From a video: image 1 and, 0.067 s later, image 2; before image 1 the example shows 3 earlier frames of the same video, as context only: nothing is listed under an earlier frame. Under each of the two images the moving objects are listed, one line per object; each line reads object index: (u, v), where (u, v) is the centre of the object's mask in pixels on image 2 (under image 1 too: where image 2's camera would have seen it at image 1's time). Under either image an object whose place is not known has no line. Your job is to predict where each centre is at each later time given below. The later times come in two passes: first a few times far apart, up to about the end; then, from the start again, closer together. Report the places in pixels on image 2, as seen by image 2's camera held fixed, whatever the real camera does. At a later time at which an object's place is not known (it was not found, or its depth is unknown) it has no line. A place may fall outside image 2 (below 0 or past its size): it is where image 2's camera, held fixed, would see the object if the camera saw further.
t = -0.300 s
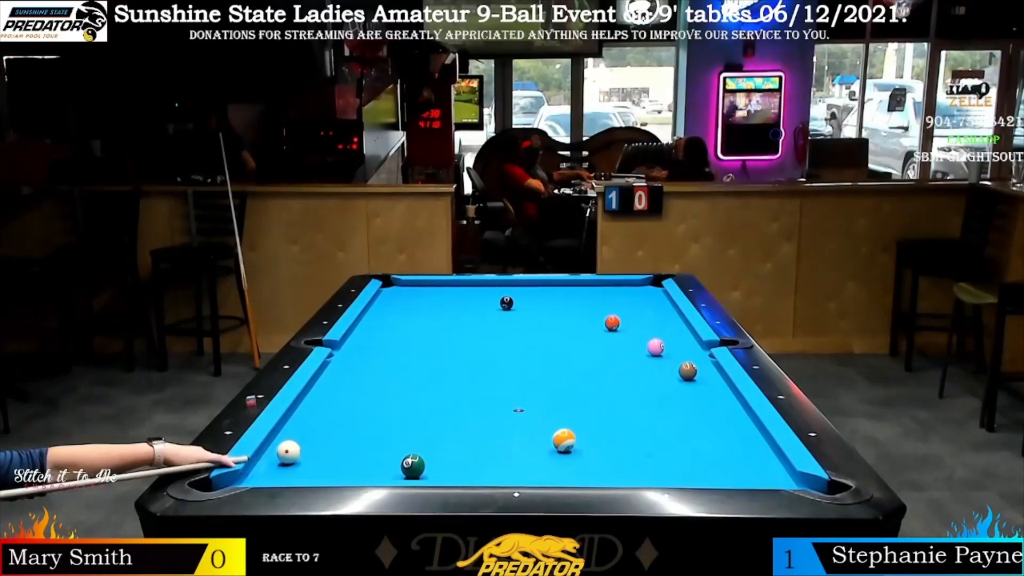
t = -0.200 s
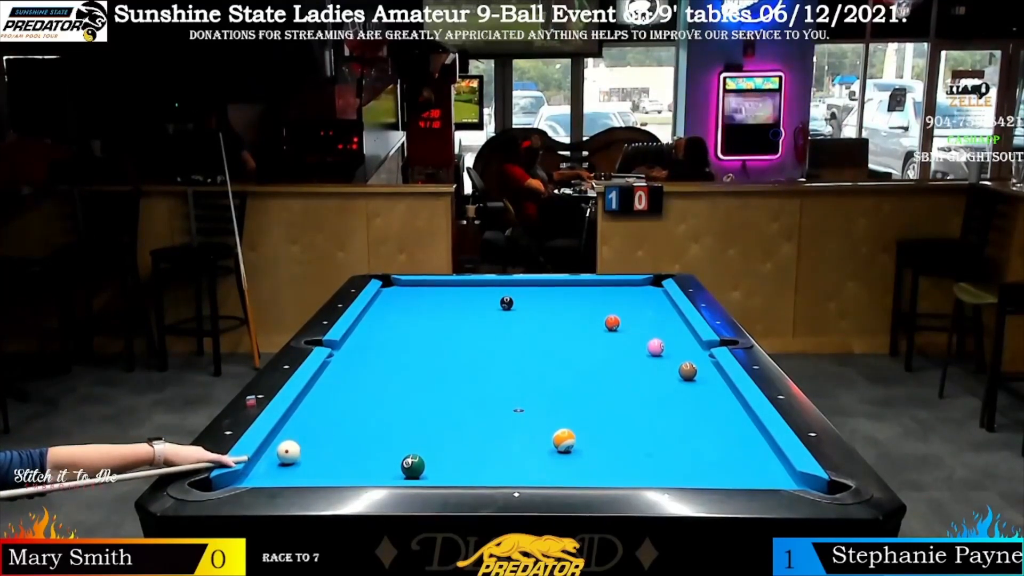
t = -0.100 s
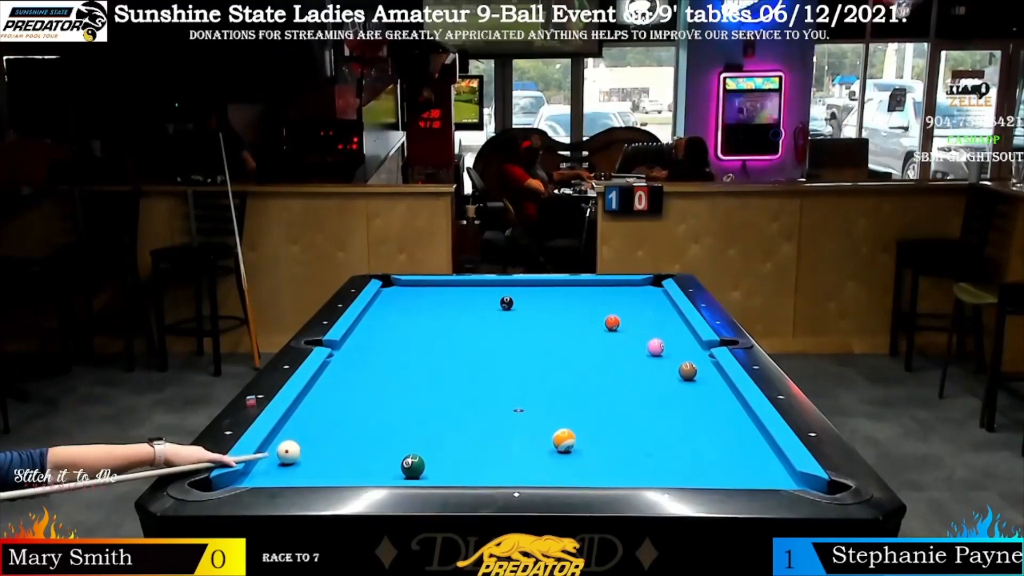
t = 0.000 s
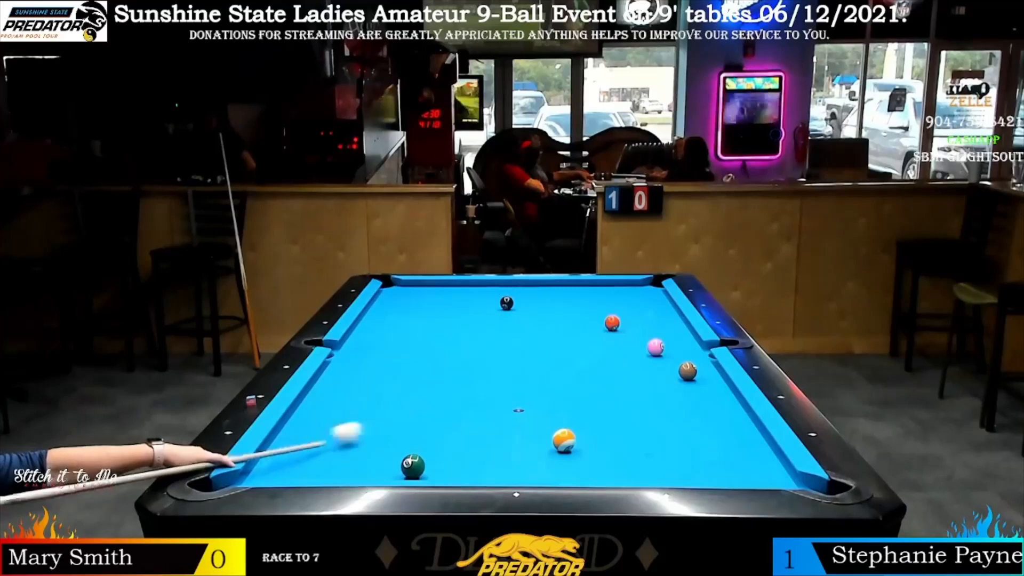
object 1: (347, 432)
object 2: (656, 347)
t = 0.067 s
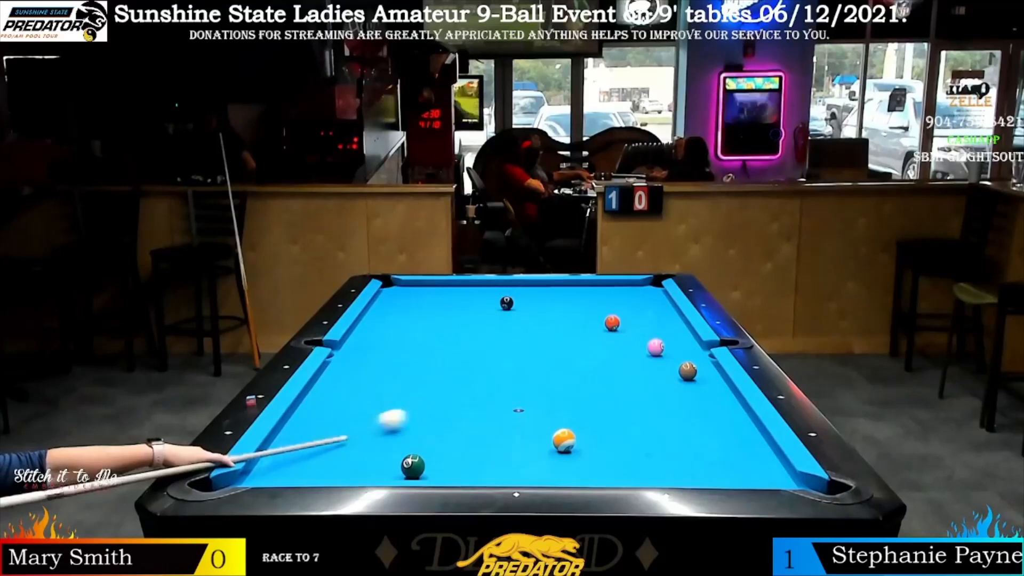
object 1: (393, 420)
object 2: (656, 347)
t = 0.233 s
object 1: (479, 394)
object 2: (656, 347)
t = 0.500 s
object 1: (587, 362)
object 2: (656, 347)
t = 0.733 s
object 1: (642, 339)
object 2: (677, 347)
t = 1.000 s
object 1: (664, 317)
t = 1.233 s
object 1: (660, 302)
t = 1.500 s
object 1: (637, 289)
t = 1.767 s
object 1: (618, 285)
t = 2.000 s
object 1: (604, 292)
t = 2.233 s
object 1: (590, 298)
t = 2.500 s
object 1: (574, 306)
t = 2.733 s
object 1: (558, 314)
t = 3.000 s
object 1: (541, 322)
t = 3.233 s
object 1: (524, 330)
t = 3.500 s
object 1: (505, 340)
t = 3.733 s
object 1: (487, 348)
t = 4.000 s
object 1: (467, 358)
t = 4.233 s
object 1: (448, 367)
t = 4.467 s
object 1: (429, 376)
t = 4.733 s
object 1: (406, 387)
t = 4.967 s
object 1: (386, 396)
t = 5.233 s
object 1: (363, 407)
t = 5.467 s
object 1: (342, 417)
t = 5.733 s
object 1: (318, 428)
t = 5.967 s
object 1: (297, 438)
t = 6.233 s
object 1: (272, 449)
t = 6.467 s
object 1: (271, 456)
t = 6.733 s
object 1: (274, 462)
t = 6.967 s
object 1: (278, 467)
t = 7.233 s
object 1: (281, 471)
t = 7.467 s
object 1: (284, 473)
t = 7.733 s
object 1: (287, 475)
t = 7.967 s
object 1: (289, 474)
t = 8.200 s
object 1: (290, 473)
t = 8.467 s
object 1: (289, 473)
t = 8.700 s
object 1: (288, 473)
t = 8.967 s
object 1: (288, 473)
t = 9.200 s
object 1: (289, 473)
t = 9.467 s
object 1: (288, 473)
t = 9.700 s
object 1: (288, 473)
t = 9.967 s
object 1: (288, 473)
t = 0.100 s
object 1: (412, 414)
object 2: (656, 347)
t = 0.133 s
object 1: (430, 408)
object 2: (656, 347)
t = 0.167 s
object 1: (447, 403)
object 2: (656, 347)
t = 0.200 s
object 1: (463, 399)
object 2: (656, 347)
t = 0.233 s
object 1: (479, 394)
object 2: (656, 347)
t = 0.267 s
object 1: (493, 390)
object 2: (656, 347)
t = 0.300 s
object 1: (508, 385)
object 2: (656, 347)
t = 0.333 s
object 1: (522, 381)
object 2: (656, 347)
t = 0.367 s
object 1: (535, 377)
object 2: (656, 347)
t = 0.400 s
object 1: (549, 373)
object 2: (656, 347)
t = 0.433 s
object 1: (562, 369)
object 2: (655, 347)
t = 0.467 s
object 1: (574, 366)
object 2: (656, 347)
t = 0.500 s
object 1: (587, 362)
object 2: (656, 347)
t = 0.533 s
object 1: (599, 358)
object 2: (656, 347)
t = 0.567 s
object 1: (610, 355)
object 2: (656, 347)
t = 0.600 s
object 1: (621, 351)
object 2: (656, 347)
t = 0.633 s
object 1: (632, 348)
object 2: (656, 347)
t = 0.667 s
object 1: (639, 345)
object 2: (660, 347)
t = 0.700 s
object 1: (640, 342)
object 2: (669, 347)
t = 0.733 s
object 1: (642, 339)
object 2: (677, 347)
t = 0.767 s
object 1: (645, 336)
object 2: (685, 347)
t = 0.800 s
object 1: (648, 333)
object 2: (691, 348)
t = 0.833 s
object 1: (651, 330)
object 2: (698, 348)
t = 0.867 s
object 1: (653, 327)
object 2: (705, 348)
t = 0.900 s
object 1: (656, 325)
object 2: (710, 347)
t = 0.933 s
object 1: (659, 322)
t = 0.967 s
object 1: (662, 319)
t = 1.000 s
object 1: (664, 317)
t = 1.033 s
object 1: (667, 314)
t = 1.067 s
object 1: (669, 312)
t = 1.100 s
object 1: (671, 309)
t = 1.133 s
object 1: (670, 307)
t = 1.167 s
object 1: (666, 305)
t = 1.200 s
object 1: (663, 303)
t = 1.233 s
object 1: (660, 302)
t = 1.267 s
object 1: (657, 300)
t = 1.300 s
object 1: (654, 298)
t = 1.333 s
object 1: (651, 296)
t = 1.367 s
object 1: (648, 295)
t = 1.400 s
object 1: (645, 293)
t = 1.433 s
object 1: (642, 292)
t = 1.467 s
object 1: (639, 290)
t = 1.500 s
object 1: (637, 289)
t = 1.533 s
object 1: (634, 287)
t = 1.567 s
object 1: (631, 286)
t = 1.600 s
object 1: (629, 284)
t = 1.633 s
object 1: (626, 283)
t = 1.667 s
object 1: (624, 282)
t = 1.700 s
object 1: (622, 283)
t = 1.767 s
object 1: (618, 285)
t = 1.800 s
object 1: (616, 286)
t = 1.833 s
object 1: (614, 287)
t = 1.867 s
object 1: (612, 288)
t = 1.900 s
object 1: (610, 289)
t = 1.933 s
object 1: (608, 290)
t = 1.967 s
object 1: (607, 291)
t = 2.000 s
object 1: (604, 292)
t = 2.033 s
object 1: (603, 293)
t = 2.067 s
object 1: (601, 294)
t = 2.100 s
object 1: (598, 294)
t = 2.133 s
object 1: (596, 295)
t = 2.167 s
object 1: (594, 296)
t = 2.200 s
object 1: (592, 297)
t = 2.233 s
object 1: (590, 298)
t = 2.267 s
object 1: (588, 300)
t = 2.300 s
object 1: (586, 300)
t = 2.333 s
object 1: (584, 301)
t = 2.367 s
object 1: (582, 303)
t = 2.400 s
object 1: (580, 303)
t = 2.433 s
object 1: (578, 304)
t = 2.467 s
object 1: (576, 306)
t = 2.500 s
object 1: (574, 306)
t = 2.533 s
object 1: (572, 307)
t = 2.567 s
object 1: (569, 309)
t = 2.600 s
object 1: (567, 310)
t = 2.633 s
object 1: (565, 310)
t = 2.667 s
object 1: (563, 312)
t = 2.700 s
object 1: (561, 313)
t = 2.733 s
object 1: (558, 314)
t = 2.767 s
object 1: (556, 315)
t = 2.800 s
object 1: (554, 316)
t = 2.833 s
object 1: (552, 317)
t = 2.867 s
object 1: (549, 318)
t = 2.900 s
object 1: (547, 319)
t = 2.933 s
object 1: (545, 320)
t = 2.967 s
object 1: (543, 321)
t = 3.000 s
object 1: (541, 322)
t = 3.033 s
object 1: (538, 324)
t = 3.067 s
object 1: (536, 325)
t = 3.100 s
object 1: (534, 326)
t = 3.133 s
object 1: (531, 327)
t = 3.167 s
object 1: (529, 328)
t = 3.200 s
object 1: (527, 329)
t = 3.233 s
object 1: (524, 330)
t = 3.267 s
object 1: (522, 332)
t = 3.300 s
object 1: (519, 333)
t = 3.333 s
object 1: (517, 334)
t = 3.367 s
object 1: (514, 335)
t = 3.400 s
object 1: (512, 336)
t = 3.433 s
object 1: (509, 337)
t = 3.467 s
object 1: (507, 338)
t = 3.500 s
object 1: (505, 340)
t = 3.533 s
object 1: (502, 341)
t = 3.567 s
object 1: (500, 342)
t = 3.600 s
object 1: (497, 343)
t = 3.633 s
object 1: (495, 345)
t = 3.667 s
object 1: (492, 346)
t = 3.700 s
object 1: (490, 347)
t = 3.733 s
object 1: (487, 348)
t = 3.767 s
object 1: (485, 349)
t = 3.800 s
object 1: (482, 351)
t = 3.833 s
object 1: (480, 352)
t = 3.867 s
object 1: (477, 353)
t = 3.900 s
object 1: (474, 354)
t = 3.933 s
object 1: (472, 355)
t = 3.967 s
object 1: (469, 357)
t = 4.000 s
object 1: (467, 358)
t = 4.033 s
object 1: (464, 359)
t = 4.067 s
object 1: (461, 361)
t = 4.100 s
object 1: (459, 362)
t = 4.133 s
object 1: (456, 363)
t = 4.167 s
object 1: (453, 364)
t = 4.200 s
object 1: (451, 366)
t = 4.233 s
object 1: (448, 367)
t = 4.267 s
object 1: (445, 368)
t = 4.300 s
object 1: (442, 369)
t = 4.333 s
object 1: (440, 371)
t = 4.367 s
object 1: (437, 372)
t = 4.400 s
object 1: (434, 373)
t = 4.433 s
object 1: (432, 375)
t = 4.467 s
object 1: (429, 376)
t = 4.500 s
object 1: (426, 377)
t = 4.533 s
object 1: (423, 379)
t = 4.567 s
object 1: (421, 380)
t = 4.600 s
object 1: (418, 381)
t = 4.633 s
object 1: (415, 383)
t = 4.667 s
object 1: (412, 384)
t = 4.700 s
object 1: (409, 385)
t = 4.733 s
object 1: (406, 387)
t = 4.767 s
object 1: (403, 388)
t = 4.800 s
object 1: (401, 389)
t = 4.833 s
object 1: (398, 391)
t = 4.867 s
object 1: (395, 392)
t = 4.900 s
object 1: (392, 393)
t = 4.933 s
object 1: (389, 395)
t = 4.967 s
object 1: (386, 396)
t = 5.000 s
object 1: (383, 397)
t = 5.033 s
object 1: (380, 399)
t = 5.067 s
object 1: (377, 400)
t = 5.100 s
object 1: (374, 401)
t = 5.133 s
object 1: (372, 403)
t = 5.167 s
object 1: (369, 404)
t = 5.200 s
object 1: (366, 405)
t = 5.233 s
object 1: (363, 407)
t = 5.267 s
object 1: (360, 408)
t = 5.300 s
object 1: (357, 410)
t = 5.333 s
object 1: (354, 411)
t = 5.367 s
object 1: (351, 412)
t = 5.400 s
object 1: (348, 414)
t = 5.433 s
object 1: (345, 415)
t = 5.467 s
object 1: (342, 417)
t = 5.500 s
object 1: (339, 418)
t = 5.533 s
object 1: (336, 419)
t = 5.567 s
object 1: (333, 421)
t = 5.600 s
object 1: (330, 422)
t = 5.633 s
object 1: (327, 424)
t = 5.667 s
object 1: (324, 425)
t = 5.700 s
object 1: (321, 427)
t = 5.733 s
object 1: (318, 428)
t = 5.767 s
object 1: (315, 429)
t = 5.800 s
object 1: (312, 431)
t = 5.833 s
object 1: (309, 432)
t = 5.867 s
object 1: (305, 433)
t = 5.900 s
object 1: (303, 435)
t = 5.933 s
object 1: (300, 436)
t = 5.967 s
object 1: (297, 438)
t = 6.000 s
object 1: (293, 439)
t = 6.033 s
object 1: (291, 440)
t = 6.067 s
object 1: (288, 442)
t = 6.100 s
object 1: (285, 443)
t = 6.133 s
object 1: (281, 445)
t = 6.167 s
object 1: (278, 446)
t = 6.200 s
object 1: (275, 447)
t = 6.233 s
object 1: (272, 449)
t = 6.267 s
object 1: (269, 451)
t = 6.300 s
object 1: (268, 451)
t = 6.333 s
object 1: (269, 453)
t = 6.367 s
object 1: (269, 454)
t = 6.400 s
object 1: (269, 454)
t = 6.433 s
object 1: (270, 455)
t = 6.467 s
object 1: (271, 456)
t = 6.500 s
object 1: (271, 457)
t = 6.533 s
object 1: (272, 458)
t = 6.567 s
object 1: (272, 459)
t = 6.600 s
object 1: (273, 460)
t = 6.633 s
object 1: (273, 460)
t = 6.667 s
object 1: (274, 461)
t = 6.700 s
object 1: (274, 461)
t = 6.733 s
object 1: (274, 462)
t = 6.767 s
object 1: (275, 463)
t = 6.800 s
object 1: (276, 464)
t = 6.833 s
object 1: (276, 465)
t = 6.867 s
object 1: (277, 466)
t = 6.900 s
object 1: (277, 466)
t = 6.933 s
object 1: (278, 467)
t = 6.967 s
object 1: (278, 467)
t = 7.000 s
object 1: (279, 468)
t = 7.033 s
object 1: (279, 468)
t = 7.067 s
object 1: (280, 469)
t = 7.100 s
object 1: (280, 469)
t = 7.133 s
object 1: (280, 469)
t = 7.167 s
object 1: (281, 470)
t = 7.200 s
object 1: (281, 470)
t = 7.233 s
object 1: (281, 471)
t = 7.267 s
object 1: (282, 471)
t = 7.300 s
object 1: (282, 471)
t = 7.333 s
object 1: (283, 472)
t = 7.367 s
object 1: (283, 472)
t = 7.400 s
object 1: (284, 472)
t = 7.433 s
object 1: (284, 473)
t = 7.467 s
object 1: (284, 473)
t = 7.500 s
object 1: (284, 473)
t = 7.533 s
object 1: (285, 473)
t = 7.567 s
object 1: (286, 474)
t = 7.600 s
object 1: (286, 474)
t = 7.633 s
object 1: (286, 474)
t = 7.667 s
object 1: (286, 475)
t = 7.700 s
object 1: (286, 475)
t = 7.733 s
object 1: (287, 475)
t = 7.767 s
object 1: (287, 474)
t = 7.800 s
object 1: (287, 475)
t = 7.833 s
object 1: (288, 474)
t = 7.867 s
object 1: (288, 474)
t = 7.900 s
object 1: (288, 474)
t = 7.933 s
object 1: (289, 474)
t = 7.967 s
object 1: (289, 474)
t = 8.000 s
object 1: (289, 473)
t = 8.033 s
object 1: (290, 474)
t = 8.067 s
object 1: (290, 474)
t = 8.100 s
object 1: (290, 474)
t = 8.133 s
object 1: (290, 473)
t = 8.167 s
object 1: (290, 473)
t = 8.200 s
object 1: (290, 473)
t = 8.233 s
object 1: (290, 473)
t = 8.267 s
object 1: (290, 473)
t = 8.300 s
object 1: (290, 473)
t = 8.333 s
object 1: (289, 473)
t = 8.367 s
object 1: (289, 473)
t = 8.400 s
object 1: (289, 473)
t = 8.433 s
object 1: (289, 473)
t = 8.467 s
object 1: (289, 473)
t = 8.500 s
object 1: (289, 473)
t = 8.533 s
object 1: (289, 473)
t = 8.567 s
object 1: (288, 473)
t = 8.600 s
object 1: (288, 473)
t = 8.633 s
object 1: (288, 473)
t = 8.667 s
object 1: (288, 473)
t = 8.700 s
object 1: (288, 473)
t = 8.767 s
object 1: (288, 473)
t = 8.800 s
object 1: (288, 473)
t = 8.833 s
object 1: (288, 473)
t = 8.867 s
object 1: (288, 473)
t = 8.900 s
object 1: (288, 473)
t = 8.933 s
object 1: (288, 473)
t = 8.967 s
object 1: (288, 473)
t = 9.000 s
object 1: (288, 473)
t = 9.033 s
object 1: (288, 473)
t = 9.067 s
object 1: (288, 473)
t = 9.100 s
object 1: (288, 473)
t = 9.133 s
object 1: (288, 473)
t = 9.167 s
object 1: (288, 473)
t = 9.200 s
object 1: (289, 473)
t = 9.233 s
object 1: (288, 473)
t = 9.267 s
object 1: (288, 473)
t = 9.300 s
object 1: (288, 473)
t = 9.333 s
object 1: (288, 473)
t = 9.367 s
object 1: (288, 473)
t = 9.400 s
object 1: (288, 473)
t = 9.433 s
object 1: (288, 473)
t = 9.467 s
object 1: (288, 473)
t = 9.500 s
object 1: (288, 473)
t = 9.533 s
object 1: (288, 473)
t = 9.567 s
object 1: (288, 473)
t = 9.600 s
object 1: (288, 473)
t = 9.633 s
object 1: (288, 473)
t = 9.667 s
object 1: (288, 473)
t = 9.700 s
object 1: (288, 473)
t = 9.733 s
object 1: (288, 473)
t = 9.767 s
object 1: (288, 473)
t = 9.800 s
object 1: (288, 473)
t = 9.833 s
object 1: (289, 473)
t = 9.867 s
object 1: (288, 473)
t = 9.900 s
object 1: (289, 473)
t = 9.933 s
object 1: (288, 473)
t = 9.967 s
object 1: (288, 473)
